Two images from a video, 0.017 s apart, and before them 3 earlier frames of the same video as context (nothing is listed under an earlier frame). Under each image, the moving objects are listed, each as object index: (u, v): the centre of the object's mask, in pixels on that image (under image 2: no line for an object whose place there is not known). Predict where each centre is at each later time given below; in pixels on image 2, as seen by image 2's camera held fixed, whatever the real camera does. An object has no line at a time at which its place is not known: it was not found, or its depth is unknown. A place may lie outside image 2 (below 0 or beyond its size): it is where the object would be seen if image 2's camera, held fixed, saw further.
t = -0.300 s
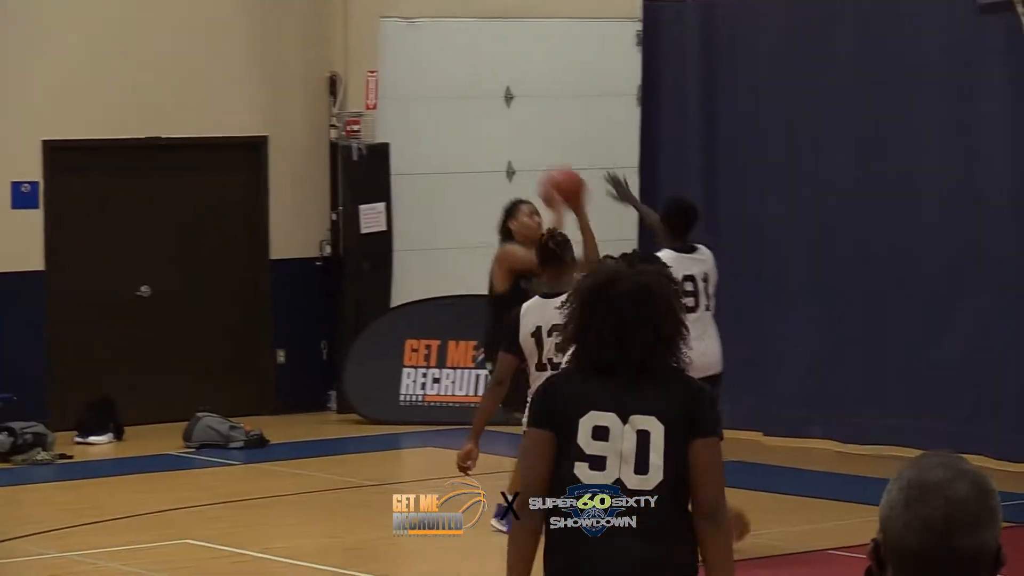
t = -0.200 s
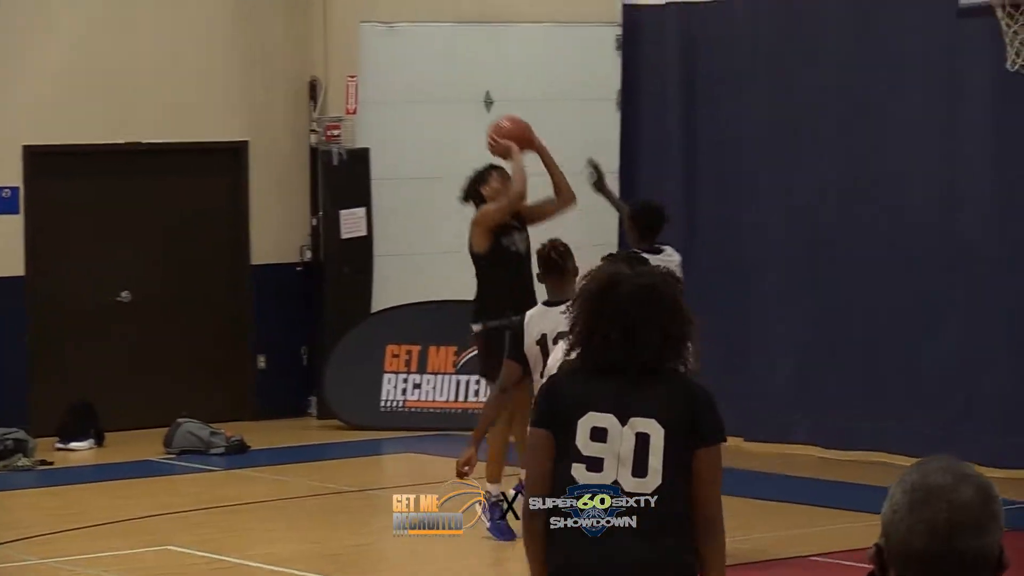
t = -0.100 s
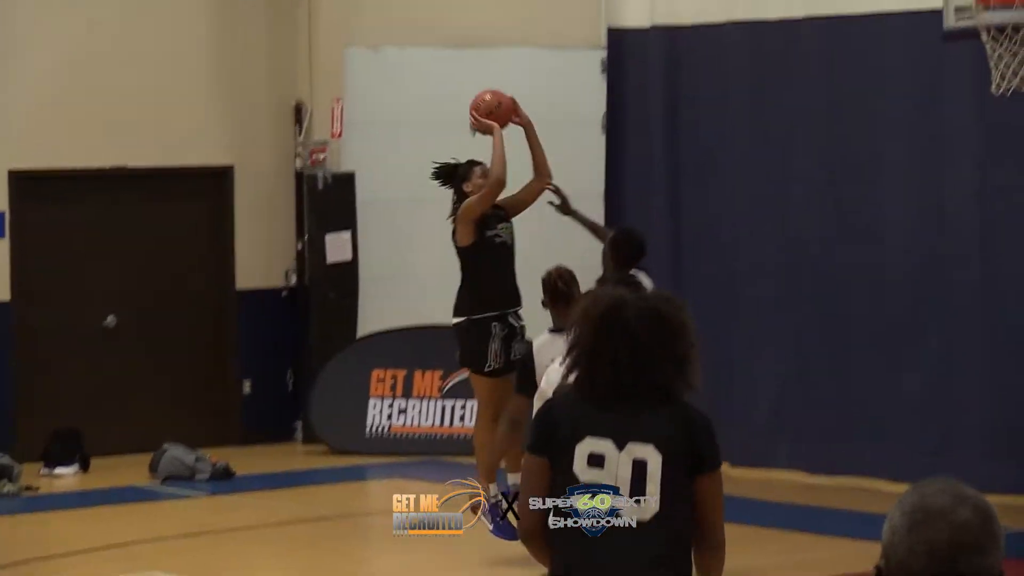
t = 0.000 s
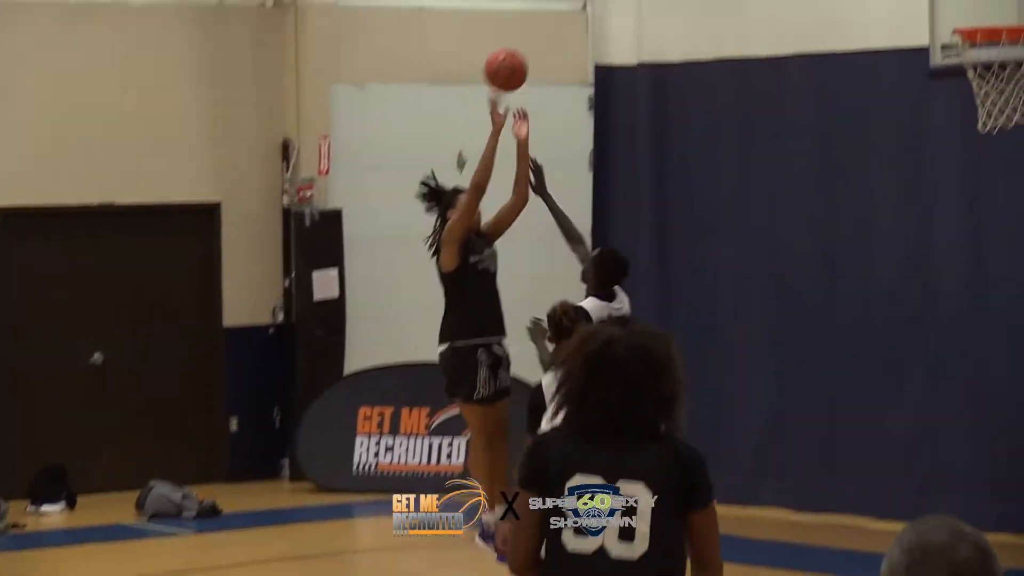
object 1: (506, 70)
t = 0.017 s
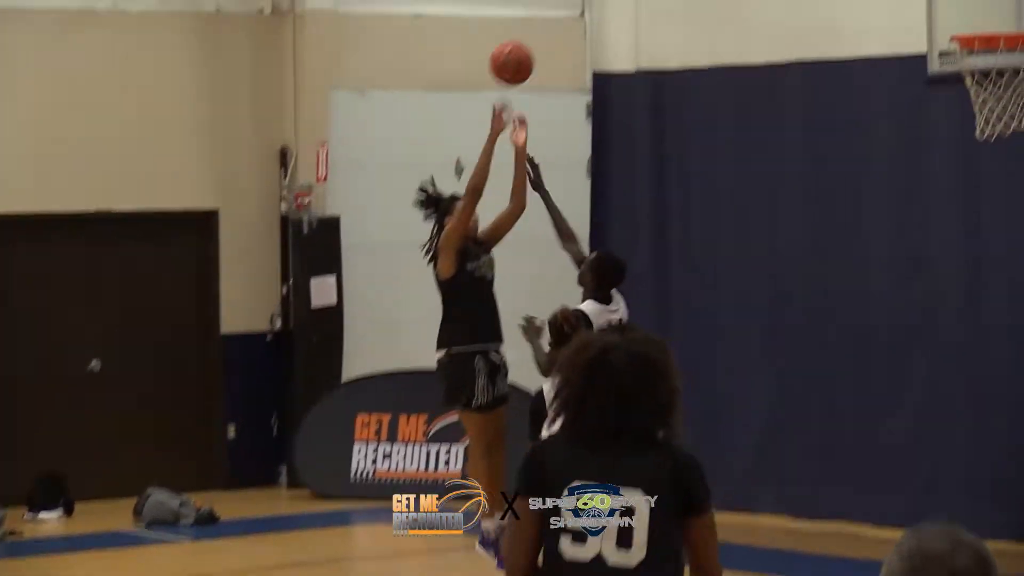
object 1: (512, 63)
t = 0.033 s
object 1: (521, 48)
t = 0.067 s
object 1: (537, 21)
